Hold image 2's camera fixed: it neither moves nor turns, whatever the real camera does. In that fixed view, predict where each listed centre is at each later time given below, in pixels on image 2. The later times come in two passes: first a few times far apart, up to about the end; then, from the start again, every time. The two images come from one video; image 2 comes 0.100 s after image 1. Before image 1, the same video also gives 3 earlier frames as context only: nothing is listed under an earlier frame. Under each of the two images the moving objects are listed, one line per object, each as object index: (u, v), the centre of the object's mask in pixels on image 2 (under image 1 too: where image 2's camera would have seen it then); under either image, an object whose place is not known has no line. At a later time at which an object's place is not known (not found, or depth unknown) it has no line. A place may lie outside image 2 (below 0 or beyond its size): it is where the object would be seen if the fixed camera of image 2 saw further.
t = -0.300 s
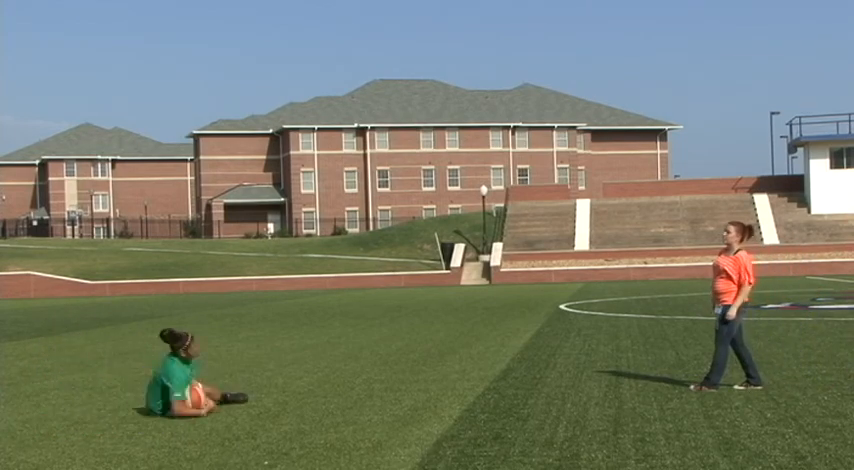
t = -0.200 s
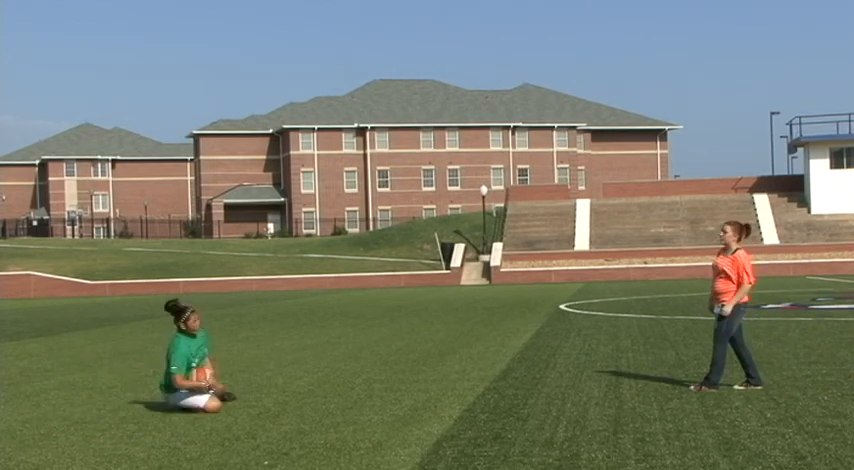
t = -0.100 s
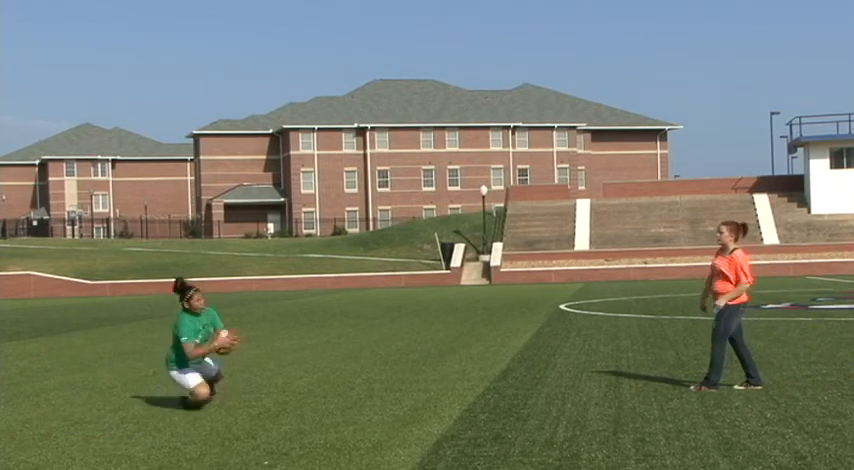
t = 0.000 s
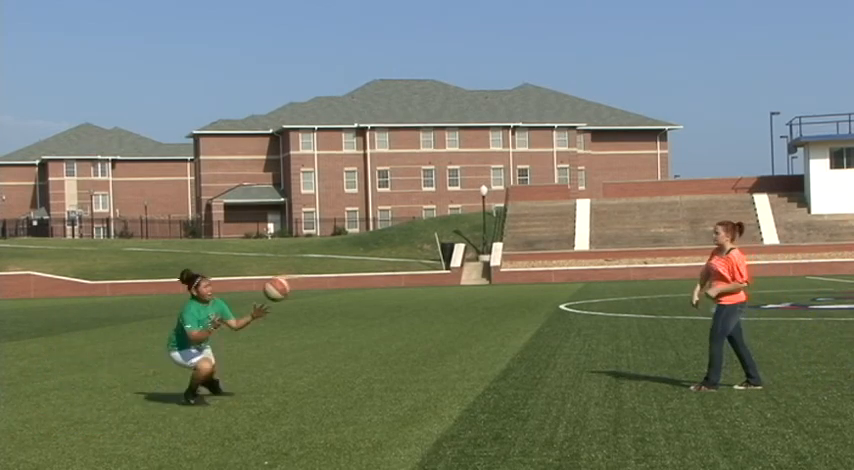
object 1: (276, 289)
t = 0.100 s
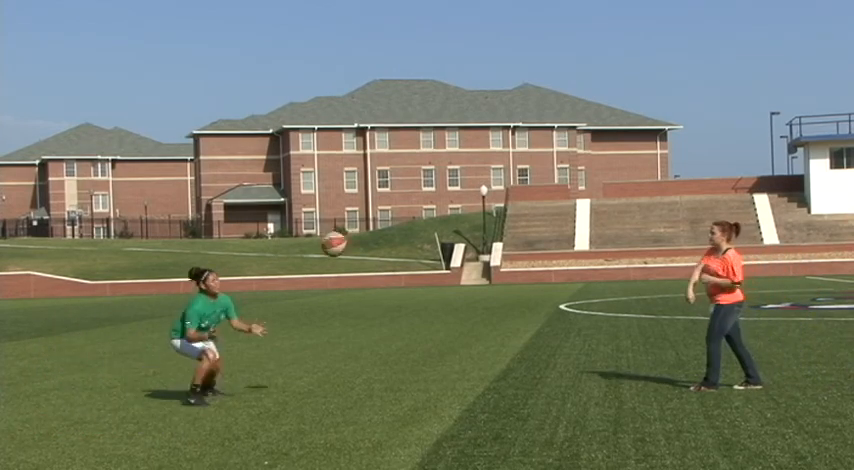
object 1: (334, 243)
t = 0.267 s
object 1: (431, 198)
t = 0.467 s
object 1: (549, 180)
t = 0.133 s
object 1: (354, 232)
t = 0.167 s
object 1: (373, 221)
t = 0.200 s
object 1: (392, 212)
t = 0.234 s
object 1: (411, 204)
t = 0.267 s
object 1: (431, 198)
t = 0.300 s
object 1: (451, 193)
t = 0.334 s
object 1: (471, 188)
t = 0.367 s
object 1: (491, 184)
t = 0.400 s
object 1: (511, 182)
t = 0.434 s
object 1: (530, 181)
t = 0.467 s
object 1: (549, 180)
